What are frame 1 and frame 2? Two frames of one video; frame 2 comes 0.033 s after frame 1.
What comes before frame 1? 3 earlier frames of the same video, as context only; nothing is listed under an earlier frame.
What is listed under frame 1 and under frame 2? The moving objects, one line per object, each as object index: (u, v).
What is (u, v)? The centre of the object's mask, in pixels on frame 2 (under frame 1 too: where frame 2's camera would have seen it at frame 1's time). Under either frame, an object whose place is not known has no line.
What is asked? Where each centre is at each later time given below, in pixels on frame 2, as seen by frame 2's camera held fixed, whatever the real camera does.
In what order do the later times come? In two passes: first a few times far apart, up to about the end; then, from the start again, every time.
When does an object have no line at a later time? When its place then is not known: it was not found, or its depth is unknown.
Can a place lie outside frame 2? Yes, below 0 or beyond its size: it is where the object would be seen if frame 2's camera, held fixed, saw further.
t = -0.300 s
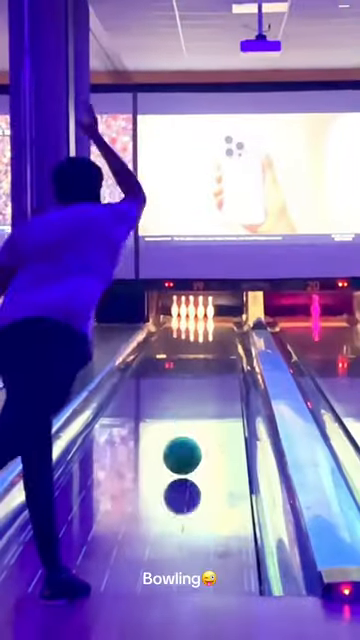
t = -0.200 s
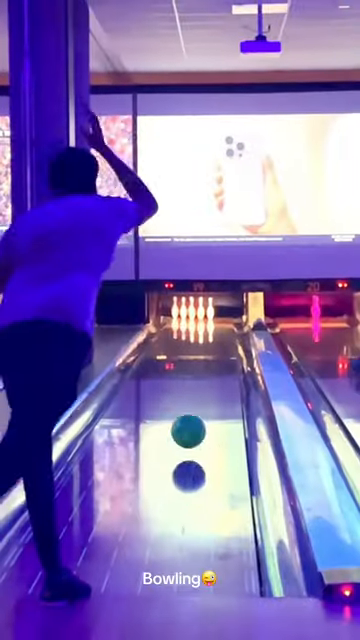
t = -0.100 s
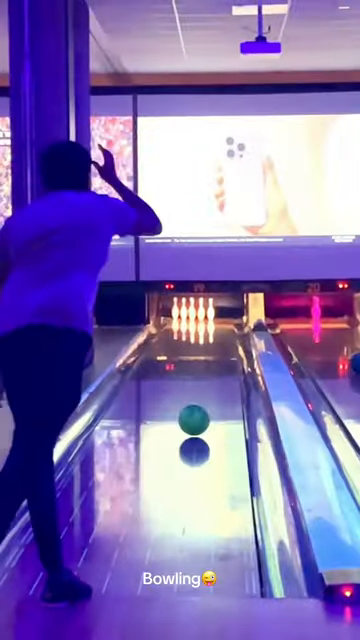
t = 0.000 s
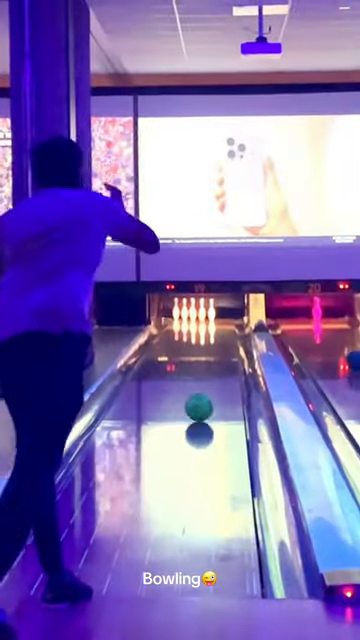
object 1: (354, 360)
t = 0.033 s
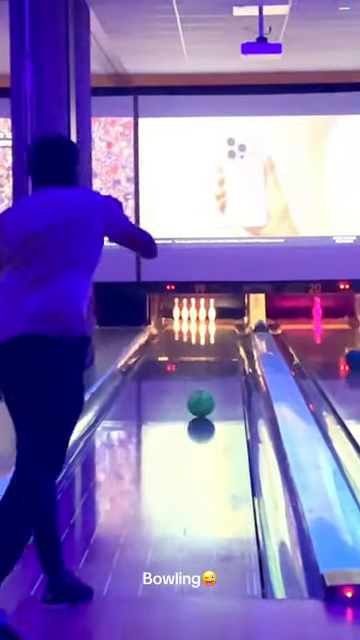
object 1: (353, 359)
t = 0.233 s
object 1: (346, 352)
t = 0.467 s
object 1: (338, 348)
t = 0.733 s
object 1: (329, 342)
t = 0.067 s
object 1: (352, 357)
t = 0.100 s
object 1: (352, 356)
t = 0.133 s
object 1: (350, 353)
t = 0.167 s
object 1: (349, 354)
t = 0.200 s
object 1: (347, 353)
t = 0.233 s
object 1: (346, 352)
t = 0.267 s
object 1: (345, 352)
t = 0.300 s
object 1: (344, 351)
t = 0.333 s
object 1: (342, 350)
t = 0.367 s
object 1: (342, 350)
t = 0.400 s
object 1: (340, 349)
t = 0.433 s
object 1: (338, 348)
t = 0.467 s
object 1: (338, 348)
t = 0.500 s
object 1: (337, 347)
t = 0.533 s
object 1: (337, 346)
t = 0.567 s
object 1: (336, 345)
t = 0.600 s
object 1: (334, 345)
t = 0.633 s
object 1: (332, 345)
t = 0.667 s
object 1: (331, 345)
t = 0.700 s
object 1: (329, 343)
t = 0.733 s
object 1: (329, 342)
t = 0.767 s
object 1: (328, 342)
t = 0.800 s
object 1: (326, 341)
